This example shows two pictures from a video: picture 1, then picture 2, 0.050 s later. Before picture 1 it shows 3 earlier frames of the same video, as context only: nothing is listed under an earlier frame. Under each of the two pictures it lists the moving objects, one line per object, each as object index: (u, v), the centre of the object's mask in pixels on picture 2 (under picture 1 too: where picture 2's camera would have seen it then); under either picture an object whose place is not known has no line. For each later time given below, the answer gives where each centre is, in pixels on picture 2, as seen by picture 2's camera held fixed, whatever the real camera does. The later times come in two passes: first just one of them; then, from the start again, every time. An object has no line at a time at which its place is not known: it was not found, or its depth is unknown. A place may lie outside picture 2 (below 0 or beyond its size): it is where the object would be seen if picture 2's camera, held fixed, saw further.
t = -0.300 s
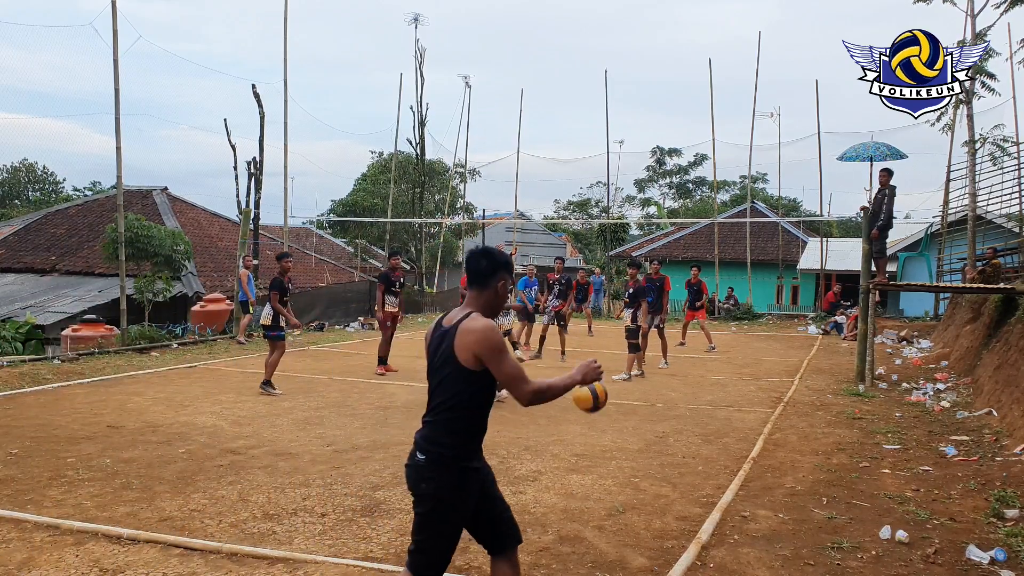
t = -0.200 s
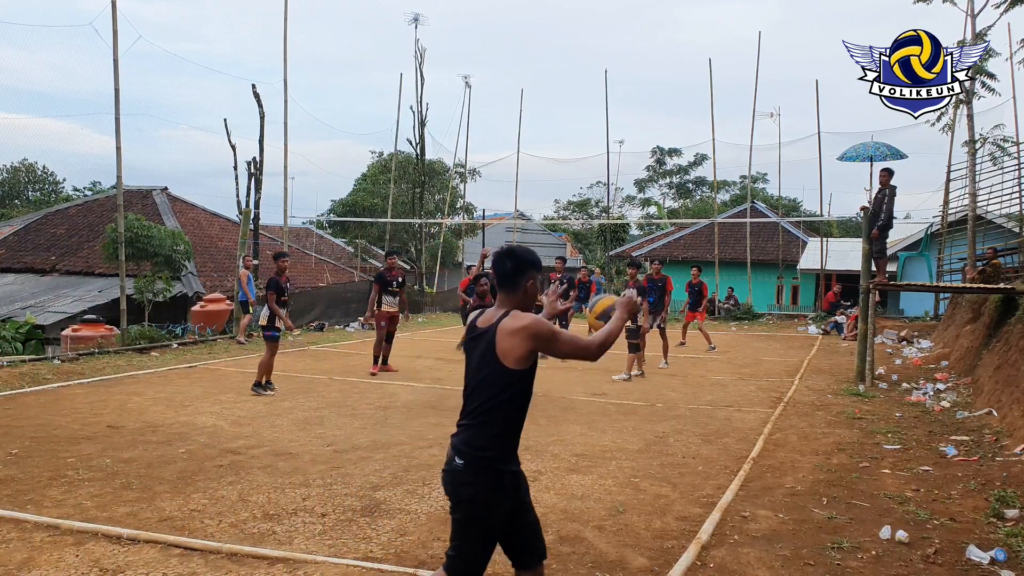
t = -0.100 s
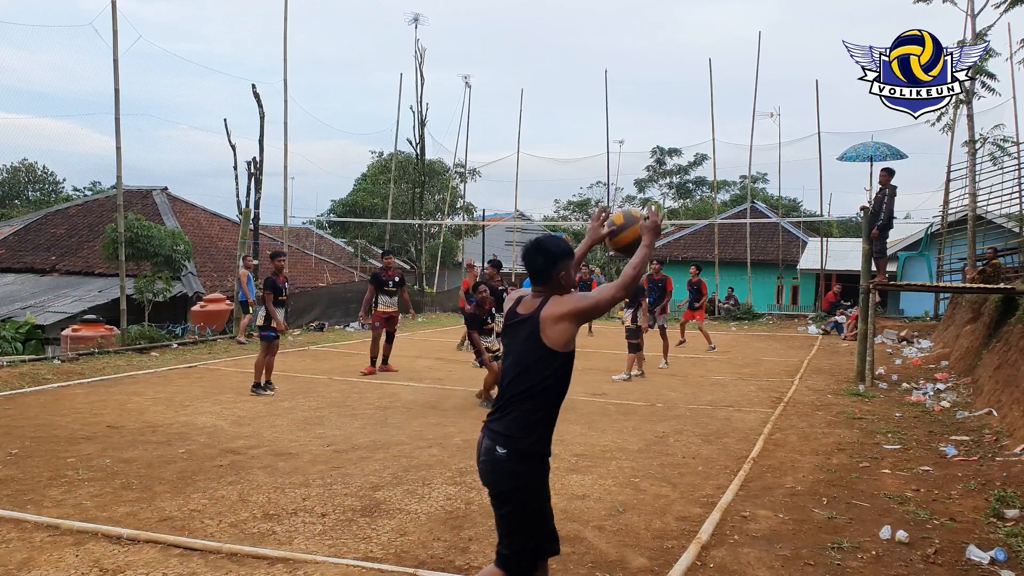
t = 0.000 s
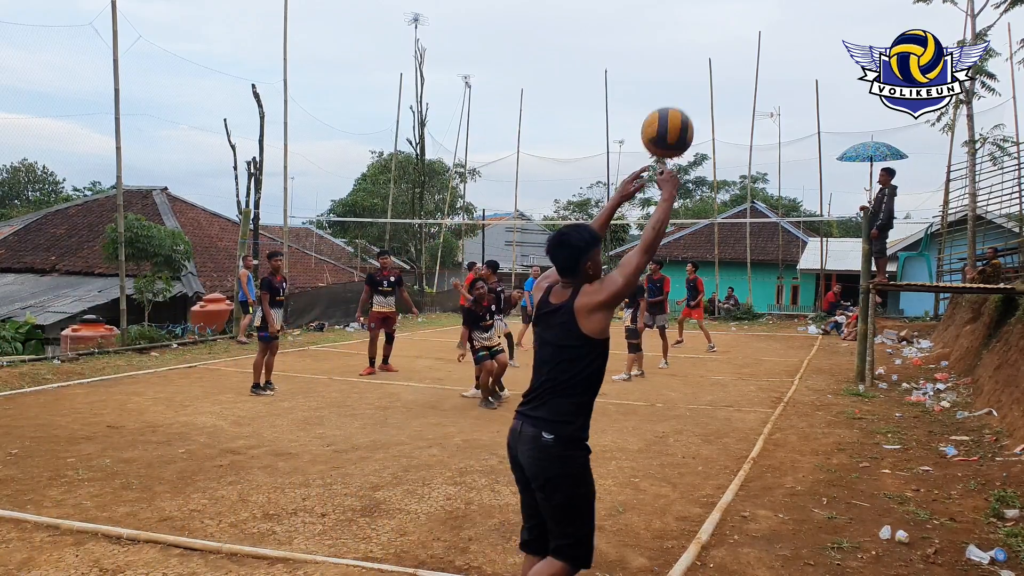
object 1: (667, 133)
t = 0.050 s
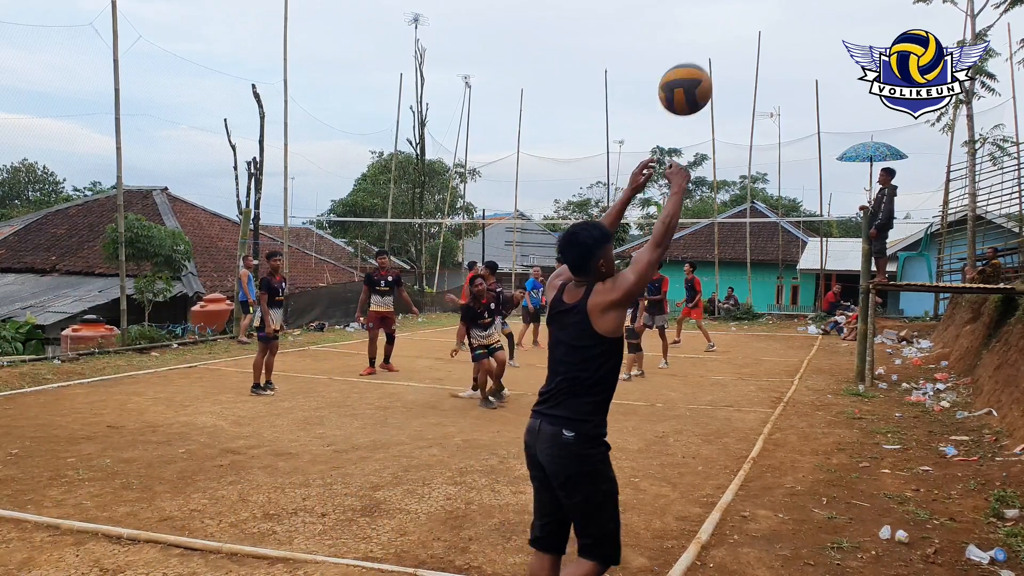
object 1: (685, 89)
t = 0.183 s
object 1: (732, 12)
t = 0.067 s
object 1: (691, 76)
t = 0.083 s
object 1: (697, 63)
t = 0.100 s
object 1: (703, 51)
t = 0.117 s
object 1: (709, 40)
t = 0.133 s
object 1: (715, 29)
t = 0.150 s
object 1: (720, 22)
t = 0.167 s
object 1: (726, 16)
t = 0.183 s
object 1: (732, 12)
